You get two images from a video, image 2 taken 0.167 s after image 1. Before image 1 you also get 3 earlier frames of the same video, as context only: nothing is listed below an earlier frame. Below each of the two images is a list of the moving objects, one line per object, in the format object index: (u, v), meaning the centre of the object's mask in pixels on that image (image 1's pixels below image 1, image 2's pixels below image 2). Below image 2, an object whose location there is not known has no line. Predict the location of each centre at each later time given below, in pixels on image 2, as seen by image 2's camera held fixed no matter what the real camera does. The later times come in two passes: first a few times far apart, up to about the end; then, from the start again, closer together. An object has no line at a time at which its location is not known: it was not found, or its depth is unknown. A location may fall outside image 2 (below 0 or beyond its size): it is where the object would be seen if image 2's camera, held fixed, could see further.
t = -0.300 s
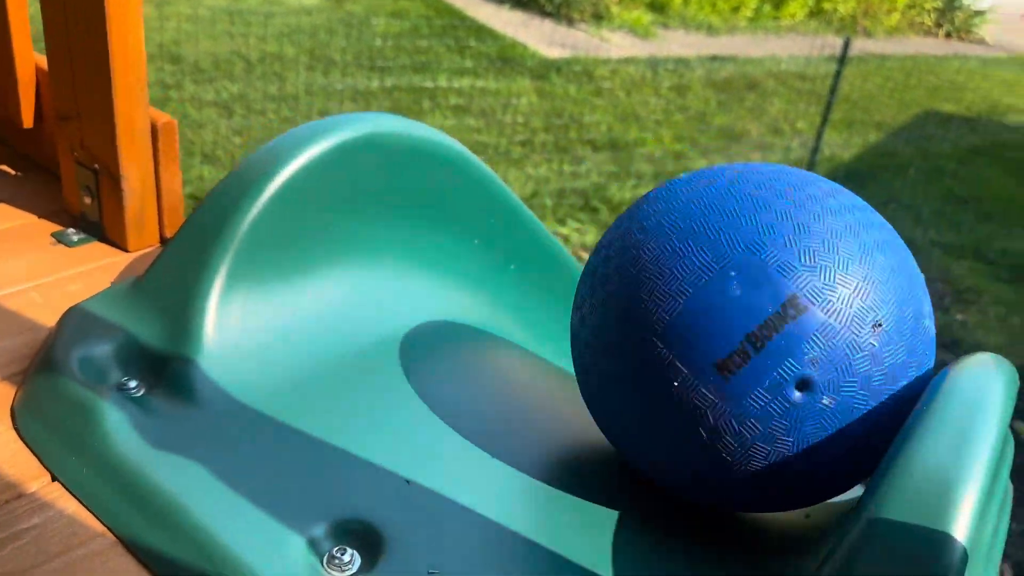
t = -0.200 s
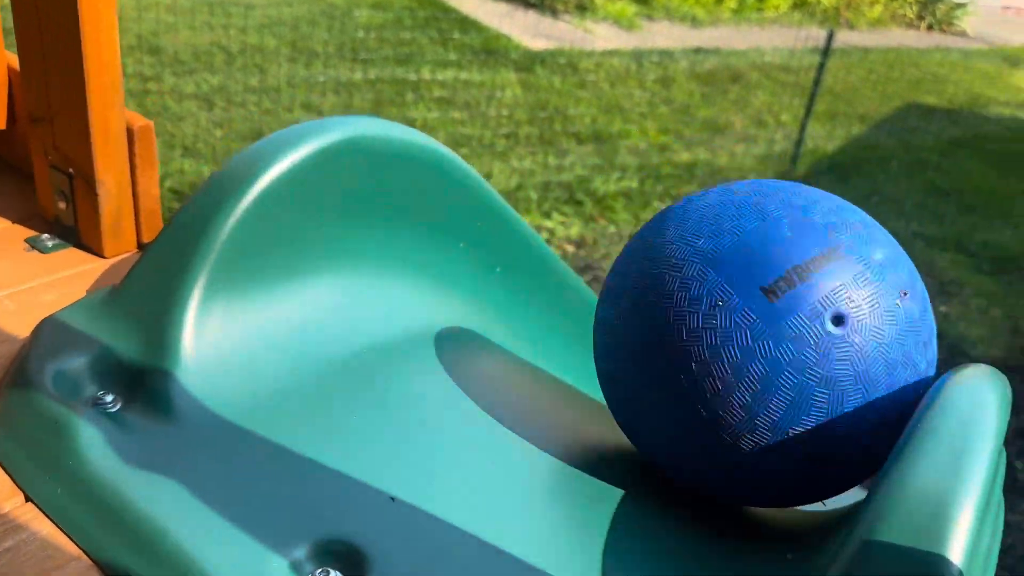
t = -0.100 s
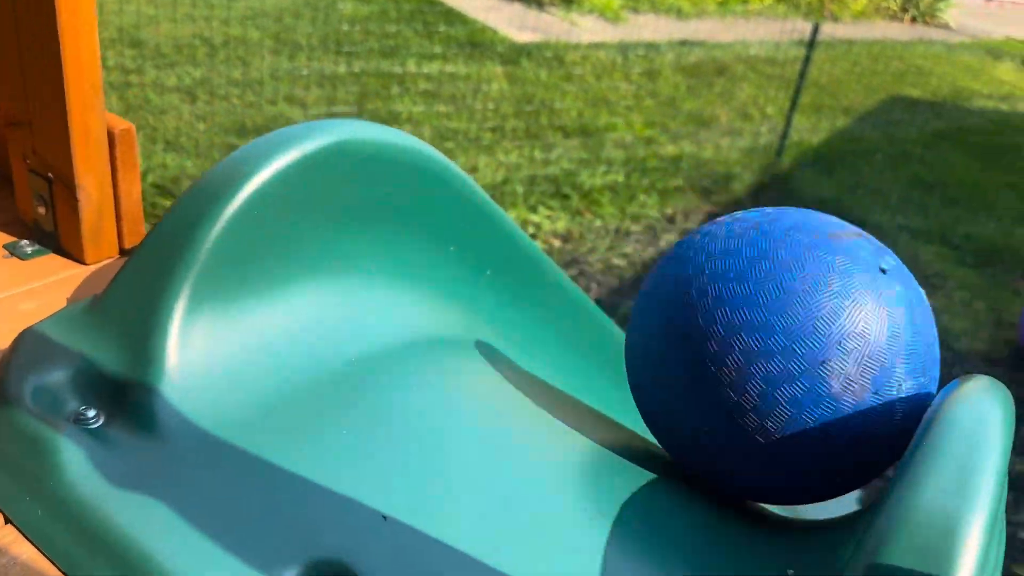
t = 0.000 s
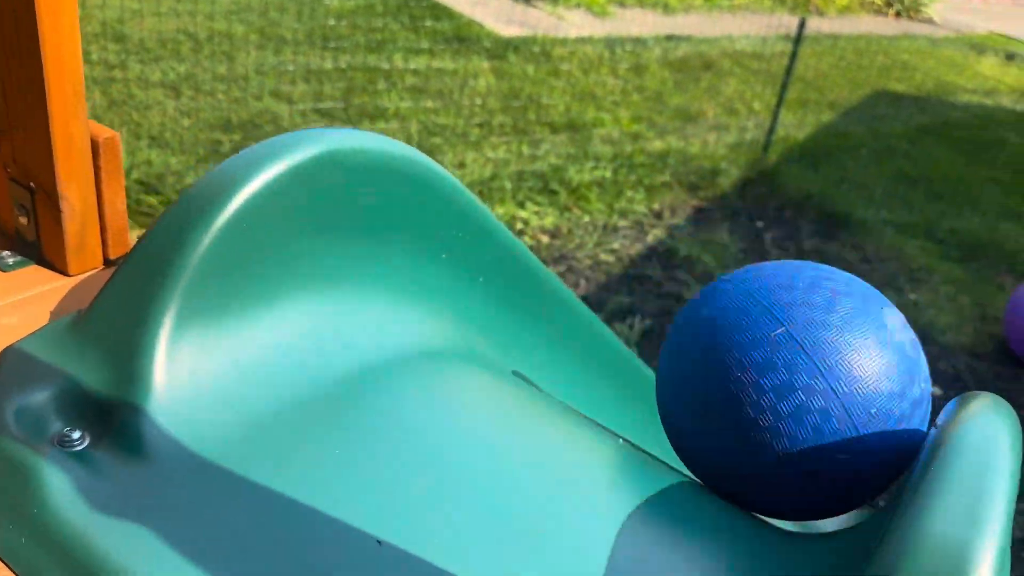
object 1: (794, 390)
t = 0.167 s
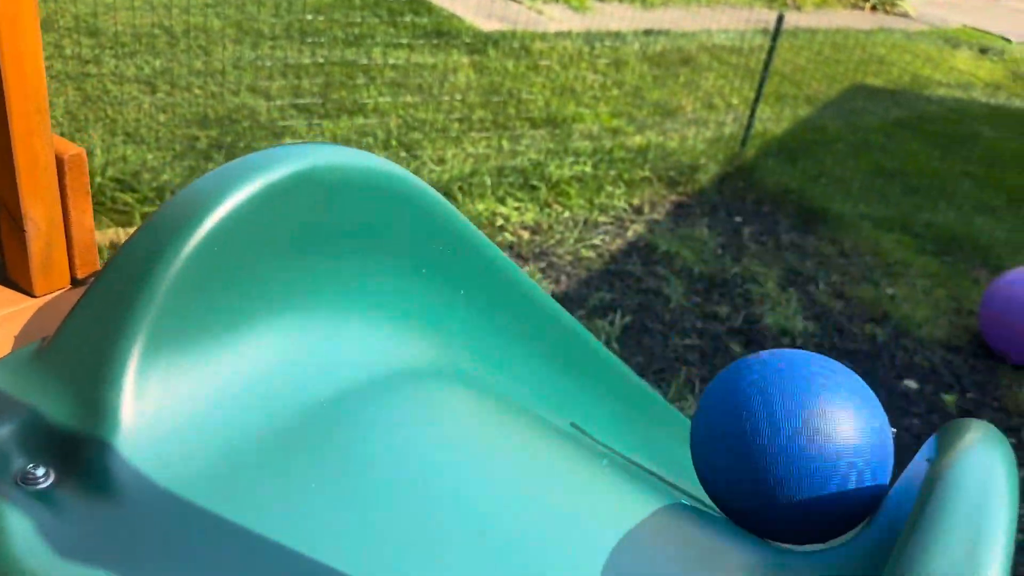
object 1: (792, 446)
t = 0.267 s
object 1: (795, 466)
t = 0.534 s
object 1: (806, 499)
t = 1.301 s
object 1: (947, 284)
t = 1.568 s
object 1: (957, 237)
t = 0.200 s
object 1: (793, 454)
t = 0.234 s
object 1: (794, 459)
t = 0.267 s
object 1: (795, 466)
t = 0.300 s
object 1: (796, 473)
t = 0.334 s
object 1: (799, 476)
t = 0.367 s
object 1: (800, 482)
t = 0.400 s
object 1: (802, 485)
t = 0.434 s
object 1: (803, 491)
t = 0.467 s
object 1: (804, 493)
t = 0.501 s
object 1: (805, 495)
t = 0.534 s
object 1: (806, 499)
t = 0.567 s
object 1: (806, 502)
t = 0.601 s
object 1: (806, 502)
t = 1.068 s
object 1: (910, 328)
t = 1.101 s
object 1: (920, 312)
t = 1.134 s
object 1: (928, 300)
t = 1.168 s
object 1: (935, 291)
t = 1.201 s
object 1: (940, 285)
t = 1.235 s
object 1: (943, 282)
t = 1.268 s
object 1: (945, 282)
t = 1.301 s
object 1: (947, 284)
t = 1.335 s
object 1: (947, 288)
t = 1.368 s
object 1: (946, 292)
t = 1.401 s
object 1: (949, 291)
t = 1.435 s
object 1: (958, 274)
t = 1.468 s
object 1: (964, 261)
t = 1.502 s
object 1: (964, 251)
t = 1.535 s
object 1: (961, 242)
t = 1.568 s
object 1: (957, 237)
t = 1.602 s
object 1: (951, 233)
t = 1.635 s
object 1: (944, 232)
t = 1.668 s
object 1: (936, 233)
